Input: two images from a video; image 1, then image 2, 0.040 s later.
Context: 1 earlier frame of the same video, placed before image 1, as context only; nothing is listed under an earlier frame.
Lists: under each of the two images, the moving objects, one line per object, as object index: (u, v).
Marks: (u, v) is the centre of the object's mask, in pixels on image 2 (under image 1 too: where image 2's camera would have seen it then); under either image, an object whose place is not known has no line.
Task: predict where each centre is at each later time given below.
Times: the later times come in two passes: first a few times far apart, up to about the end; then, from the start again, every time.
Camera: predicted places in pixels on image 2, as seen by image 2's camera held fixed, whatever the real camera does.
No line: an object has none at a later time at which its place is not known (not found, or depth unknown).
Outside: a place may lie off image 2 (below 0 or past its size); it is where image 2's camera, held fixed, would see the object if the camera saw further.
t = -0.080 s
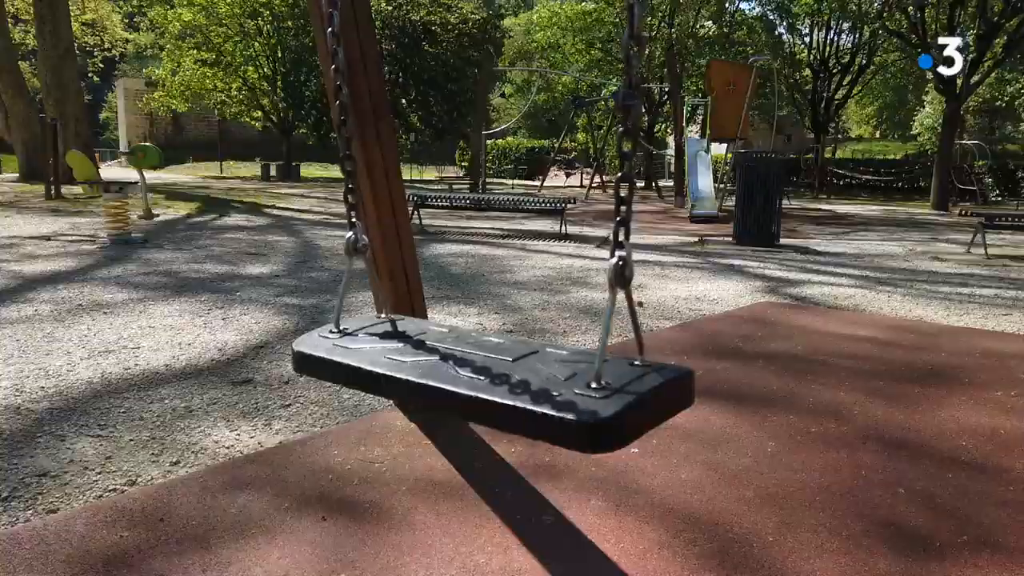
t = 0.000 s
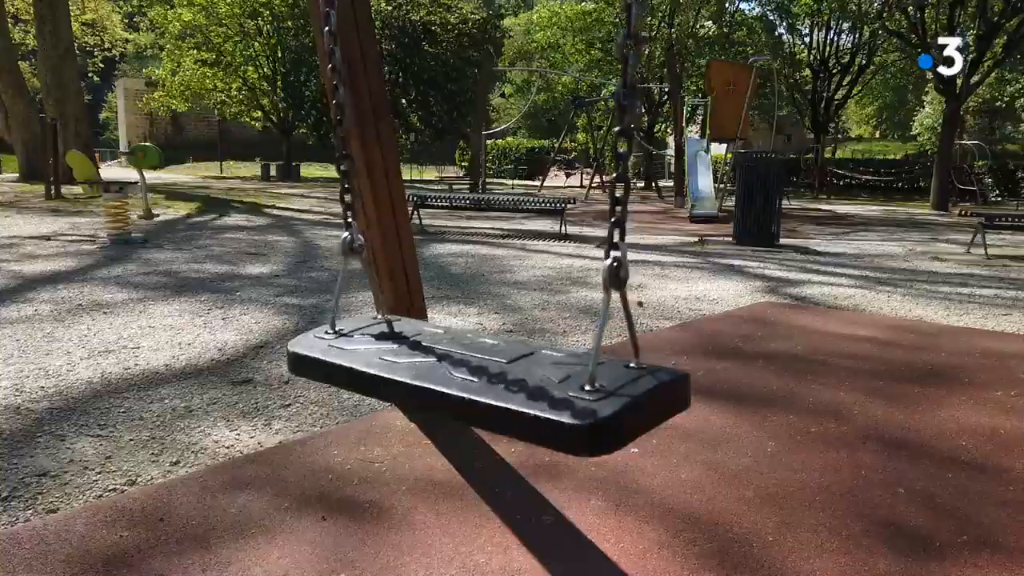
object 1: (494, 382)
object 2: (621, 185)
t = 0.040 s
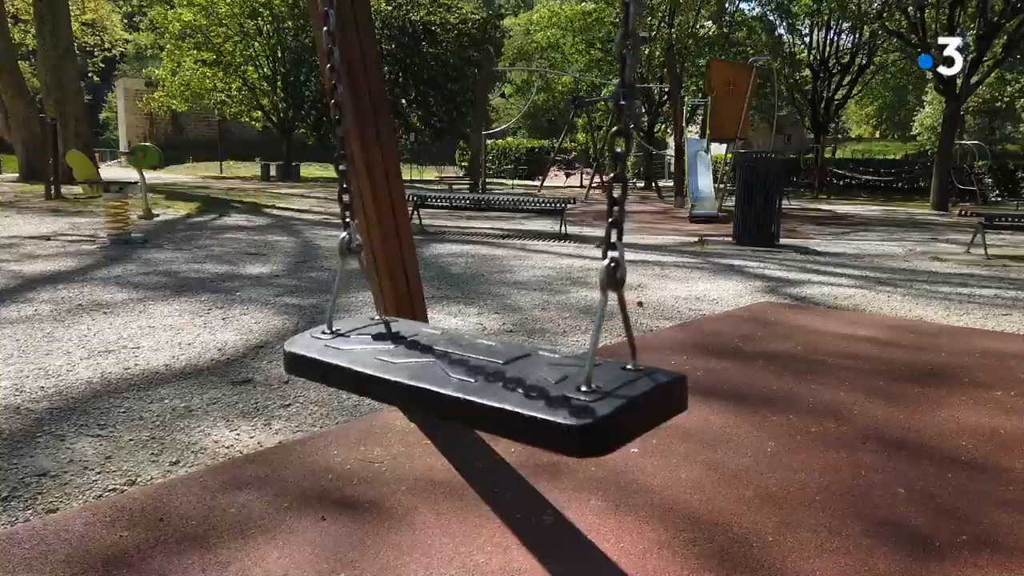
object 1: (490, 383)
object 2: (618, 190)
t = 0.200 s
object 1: (474, 390)
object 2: (604, 197)
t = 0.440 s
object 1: (442, 401)
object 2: (569, 203)
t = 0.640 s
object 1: (414, 409)
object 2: (546, 205)
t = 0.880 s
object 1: (395, 411)
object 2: (532, 207)
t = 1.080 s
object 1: (401, 409)
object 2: (536, 206)
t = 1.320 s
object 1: (425, 400)
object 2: (561, 203)
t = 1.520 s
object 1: (454, 393)
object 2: (584, 203)
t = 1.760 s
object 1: (487, 384)
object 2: (610, 193)
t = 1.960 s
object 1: (502, 380)
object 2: (621, 194)
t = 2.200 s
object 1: (500, 381)
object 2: (622, 188)
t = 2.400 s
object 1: (485, 386)
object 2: (608, 191)
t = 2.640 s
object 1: (449, 396)
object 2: (578, 208)
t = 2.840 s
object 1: (416, 405)
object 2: (552, 204)
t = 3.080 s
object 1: (388, 412)
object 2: (521, 213)
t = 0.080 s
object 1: (487, 384)
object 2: (615, 192)
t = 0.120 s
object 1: (483, 386)
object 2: (612, 190)
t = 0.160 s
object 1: (479, 388)
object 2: (609, 194)
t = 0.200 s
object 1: (474, 390)
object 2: (604, 197)
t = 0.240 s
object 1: (468, 392)
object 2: (598, 199)
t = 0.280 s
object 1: (464, 394)
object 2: (593, 197)
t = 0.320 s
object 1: (459, 396)
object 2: (587, 200)
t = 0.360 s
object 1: (454, 398)
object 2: (581, 199)
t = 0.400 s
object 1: (448, 399)
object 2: (575, 202)
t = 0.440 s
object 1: (442, 401)
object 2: (569, 203)
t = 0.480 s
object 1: (436, 403)
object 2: (563, 204)
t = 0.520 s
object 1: (430, 405)
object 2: (559, 205)
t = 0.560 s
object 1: (424, 407)
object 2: (554, 207)
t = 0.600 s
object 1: (419, 407)
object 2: (550, 206)
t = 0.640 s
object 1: (414, 409)
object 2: (546, 205)
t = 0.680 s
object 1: (409, 410)
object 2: (542, 207)
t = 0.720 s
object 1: (405, 411)
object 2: (538, 206)
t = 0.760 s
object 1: (402, 411)
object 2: (535, 205)
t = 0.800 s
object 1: (399, 412)
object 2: (533, 207)
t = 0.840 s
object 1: (396, 412)
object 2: (532, 206)
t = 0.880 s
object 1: (395, 411)
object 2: (532, 207)
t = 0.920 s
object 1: (394, 411)
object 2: (532, 208)
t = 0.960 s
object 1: (395, 411)
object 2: (533, 207)
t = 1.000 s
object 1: (396, 410)
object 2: (534, 205)
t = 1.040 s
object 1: (398, 410)
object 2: (535, 207)
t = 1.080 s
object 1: (401, 409)
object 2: (536, 206)
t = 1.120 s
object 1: (404, 407)
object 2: (539, 208)
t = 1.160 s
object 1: (408, 406)
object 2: (542, 206)
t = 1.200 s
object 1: (412, 405)
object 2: (546, 205)
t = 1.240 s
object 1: (416, 403)
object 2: (550, 205)
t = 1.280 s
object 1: (421, 402)
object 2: (555, 204)
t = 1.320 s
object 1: (425, 400)
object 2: (561, 203)
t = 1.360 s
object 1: (431, 399)
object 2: (566, 202)
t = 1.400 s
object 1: (436, 397)
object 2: (570, 202)
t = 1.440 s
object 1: (442, 396)
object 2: (575, 201)
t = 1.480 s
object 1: (448, 395)
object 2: (580, 200)
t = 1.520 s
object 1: (454, 393)
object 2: (584, 203)
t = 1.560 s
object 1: (460, 391)
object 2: (589, 200)
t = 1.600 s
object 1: (466, 389)
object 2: (593, 200)
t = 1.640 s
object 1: (472, 388)
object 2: (598, 194)
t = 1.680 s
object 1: (476, 387)
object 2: (602, 196)
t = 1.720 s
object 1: (482, 385)
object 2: (606, 197)
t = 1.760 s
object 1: (487, 384)
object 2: (610, 193)
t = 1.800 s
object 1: (491, 383)
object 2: (612, 191)
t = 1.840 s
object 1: (495, 382)
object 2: (615, 194)
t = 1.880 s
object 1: (498, 381)
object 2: (617, 196)
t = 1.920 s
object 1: (501, 380)
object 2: (619, 194)
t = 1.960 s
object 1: (502, 380)
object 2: (621, 194)
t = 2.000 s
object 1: (503, 380)
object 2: (622, 192)
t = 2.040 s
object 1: (503, 380)
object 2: (623, 189)
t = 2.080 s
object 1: (502, 380)
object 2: (623, 191)
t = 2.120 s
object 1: (502, 380)
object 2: (623, 192)
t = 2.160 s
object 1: (501, 381)
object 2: (623, 190)
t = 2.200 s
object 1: (500, 381)
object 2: (622, 188)
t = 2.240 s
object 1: (497, 382)
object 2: (619, 190)
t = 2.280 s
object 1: (495, 382)
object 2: (617, 190)
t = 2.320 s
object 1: (492, 383)
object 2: (615, 187)
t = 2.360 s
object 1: (489, 385)
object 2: (611, 191)
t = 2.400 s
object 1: (485, 386)
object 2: (608, 191)
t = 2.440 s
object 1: (479, 387)
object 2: (603, 202)
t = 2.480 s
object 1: (473, 389)
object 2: (599, 201)
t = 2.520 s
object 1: (468, 391)
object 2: (594, 212)
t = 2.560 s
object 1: (462, 392)
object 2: (590, 203)
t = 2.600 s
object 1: (456, 394)
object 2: (584, 202)
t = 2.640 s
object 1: (449, 396)
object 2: (578, 208)
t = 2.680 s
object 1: (442, 398)
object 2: (574, 199)
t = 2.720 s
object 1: (436, 400)
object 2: (567, 207)
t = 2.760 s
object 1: (429, 401)
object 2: (562, 202)
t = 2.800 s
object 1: (423, 402)
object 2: (557, 204)
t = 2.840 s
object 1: (416, 405)
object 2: (552, 204)
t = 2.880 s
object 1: (409, 406)
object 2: (545, 211)
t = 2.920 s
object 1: (404, 407)
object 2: (540, 209)
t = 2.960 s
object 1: (398, 409)
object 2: (535, 210)
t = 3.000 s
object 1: (394, 410)
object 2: (531, 207)
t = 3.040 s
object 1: (391, 411)
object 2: (526, 209)
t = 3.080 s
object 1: (388, 412)
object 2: (521, 213)
